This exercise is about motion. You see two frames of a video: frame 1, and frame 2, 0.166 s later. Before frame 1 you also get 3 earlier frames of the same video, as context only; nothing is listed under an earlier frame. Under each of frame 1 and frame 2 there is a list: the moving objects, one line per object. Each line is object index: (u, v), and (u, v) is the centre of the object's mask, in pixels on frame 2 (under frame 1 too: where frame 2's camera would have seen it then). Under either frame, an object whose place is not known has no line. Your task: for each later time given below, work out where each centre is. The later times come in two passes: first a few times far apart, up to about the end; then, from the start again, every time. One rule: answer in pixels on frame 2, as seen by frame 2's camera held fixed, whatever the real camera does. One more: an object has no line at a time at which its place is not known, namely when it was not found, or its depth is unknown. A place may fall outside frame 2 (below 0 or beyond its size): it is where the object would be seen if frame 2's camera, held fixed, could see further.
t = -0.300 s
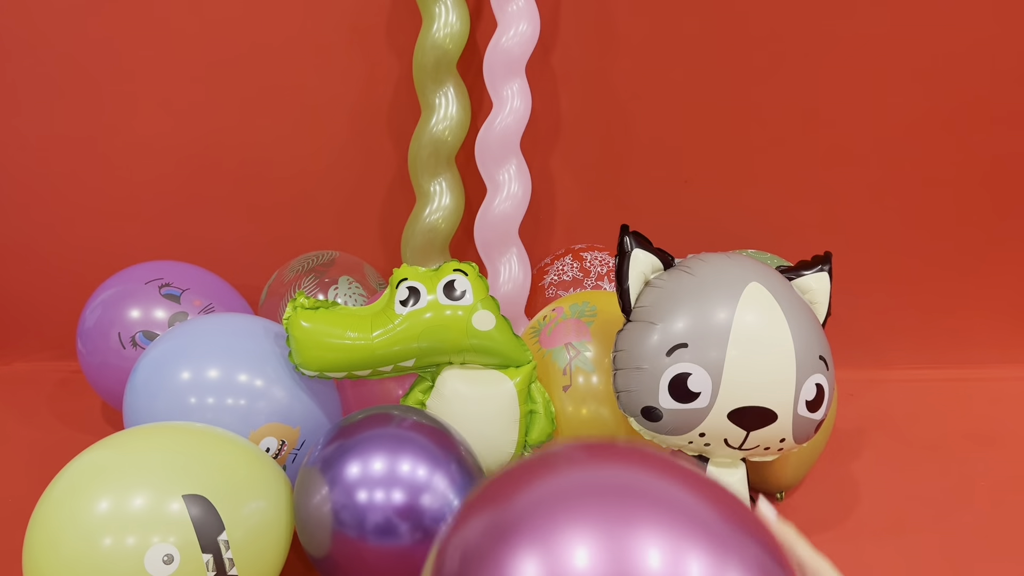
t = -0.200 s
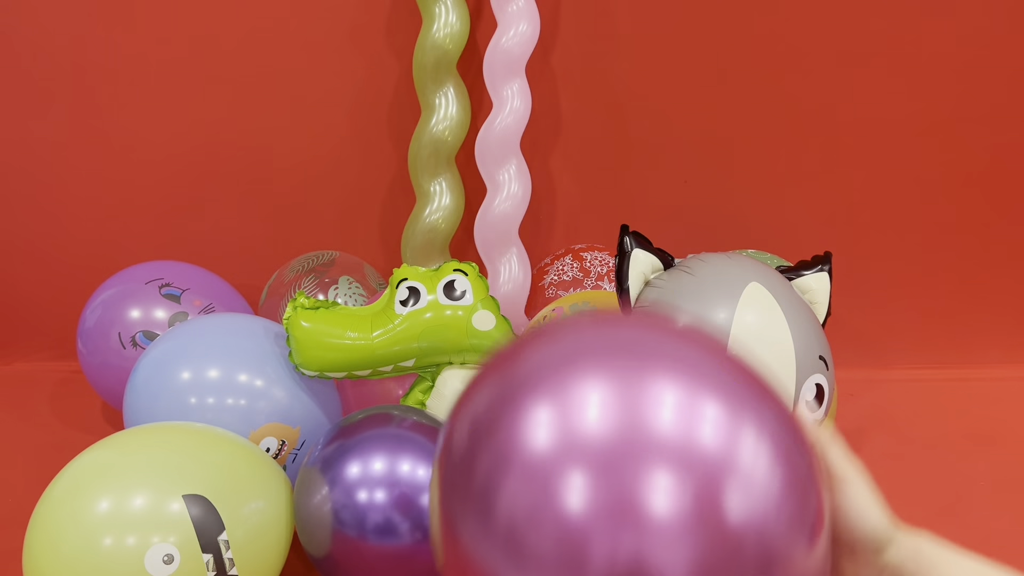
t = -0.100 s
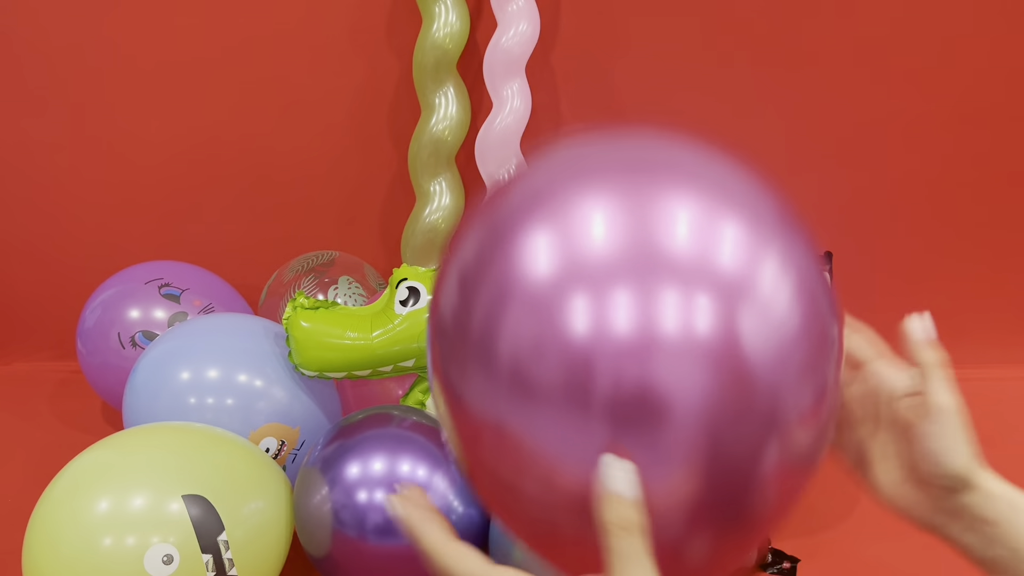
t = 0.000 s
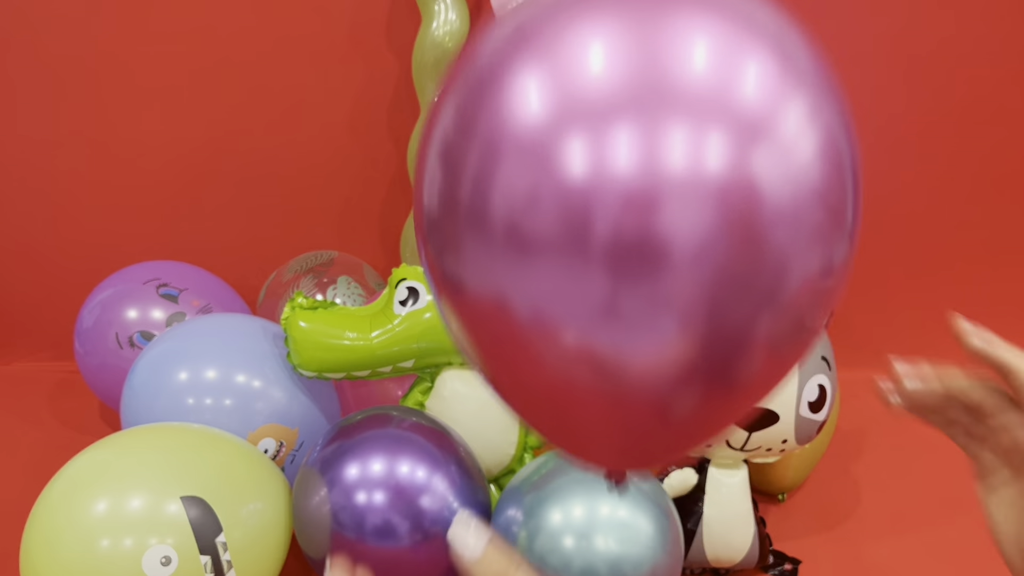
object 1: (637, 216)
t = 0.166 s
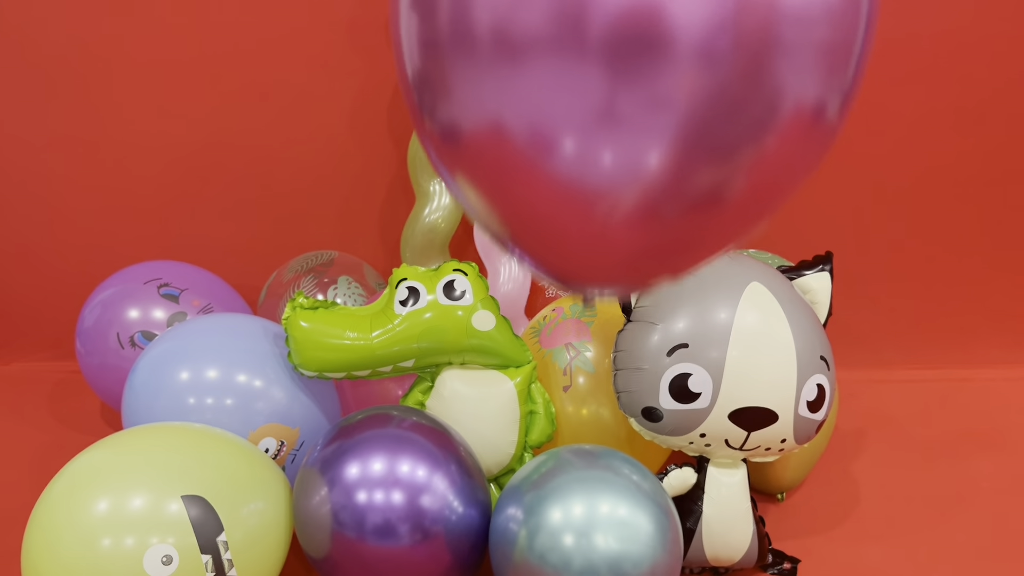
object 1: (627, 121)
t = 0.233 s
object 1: (622, 101)
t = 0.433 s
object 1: (608, 79)
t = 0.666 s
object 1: (595, 122)
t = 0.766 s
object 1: (590, 170)
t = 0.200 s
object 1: (625, 110)
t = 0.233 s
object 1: (622, 101)
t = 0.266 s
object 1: (619, 93)
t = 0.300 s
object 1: (617, 87)
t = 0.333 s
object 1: (614, 83)
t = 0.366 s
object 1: (612, 81)
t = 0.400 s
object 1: (610, 79)
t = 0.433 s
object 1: (608, 79)
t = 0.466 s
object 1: (606, 81)
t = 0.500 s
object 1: (604, 84)
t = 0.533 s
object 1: (602, 90)
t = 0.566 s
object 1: (600, 97)
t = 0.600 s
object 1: (599, 106)
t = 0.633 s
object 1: (597, 114)
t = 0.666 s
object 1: (595, 122)
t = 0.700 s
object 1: (593, 137)
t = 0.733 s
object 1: (592, 152)
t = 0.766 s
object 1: (590, 170)
